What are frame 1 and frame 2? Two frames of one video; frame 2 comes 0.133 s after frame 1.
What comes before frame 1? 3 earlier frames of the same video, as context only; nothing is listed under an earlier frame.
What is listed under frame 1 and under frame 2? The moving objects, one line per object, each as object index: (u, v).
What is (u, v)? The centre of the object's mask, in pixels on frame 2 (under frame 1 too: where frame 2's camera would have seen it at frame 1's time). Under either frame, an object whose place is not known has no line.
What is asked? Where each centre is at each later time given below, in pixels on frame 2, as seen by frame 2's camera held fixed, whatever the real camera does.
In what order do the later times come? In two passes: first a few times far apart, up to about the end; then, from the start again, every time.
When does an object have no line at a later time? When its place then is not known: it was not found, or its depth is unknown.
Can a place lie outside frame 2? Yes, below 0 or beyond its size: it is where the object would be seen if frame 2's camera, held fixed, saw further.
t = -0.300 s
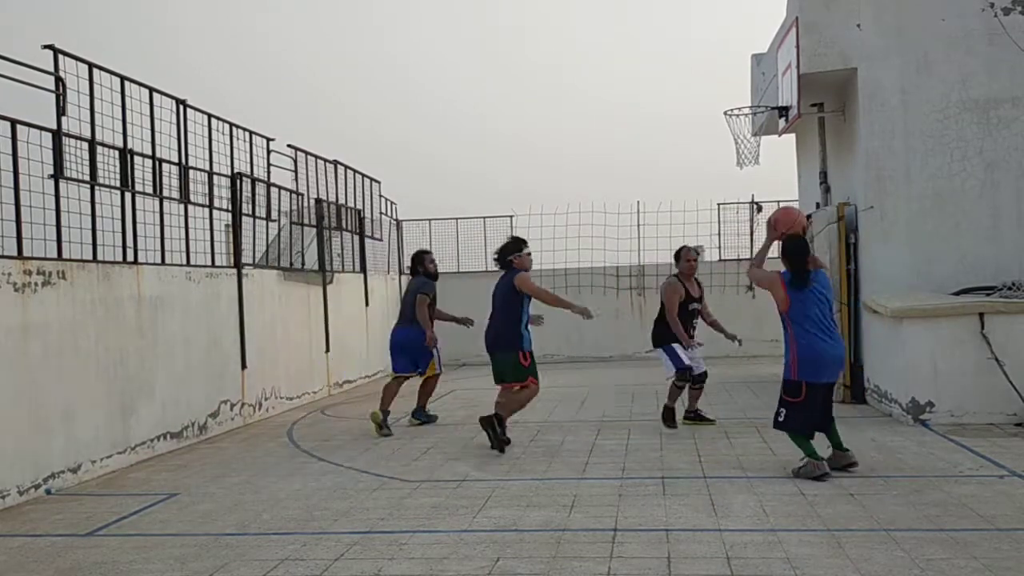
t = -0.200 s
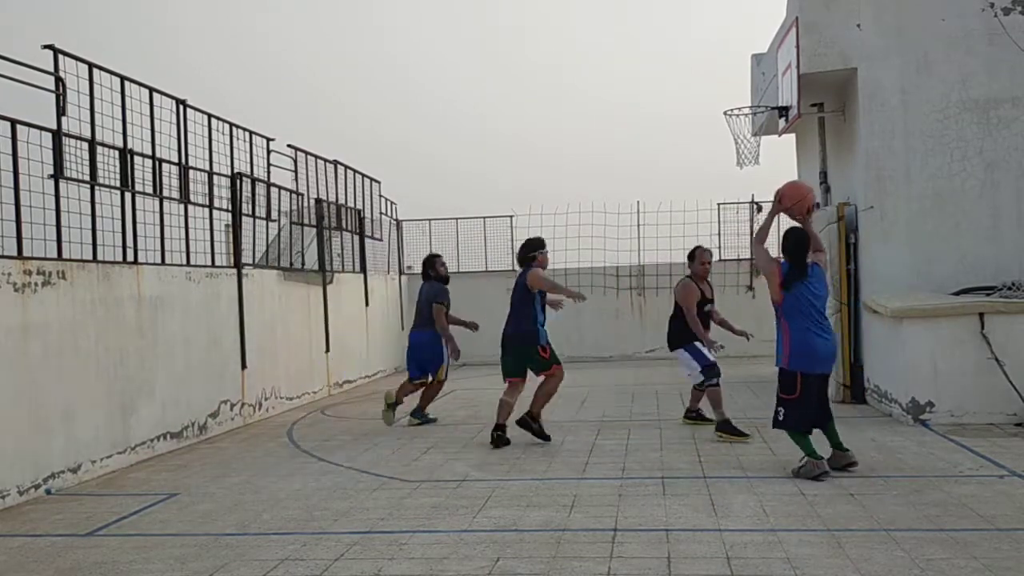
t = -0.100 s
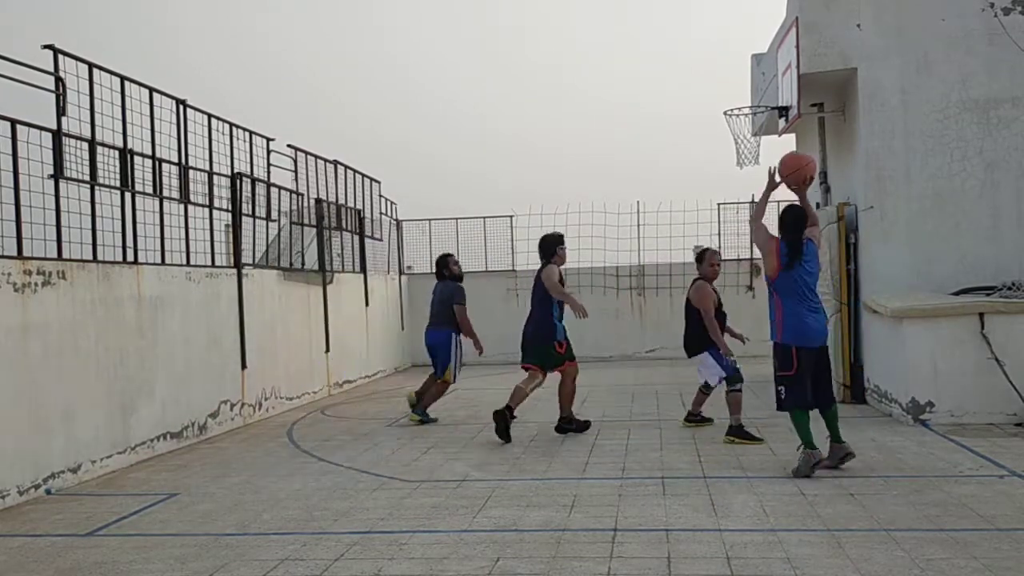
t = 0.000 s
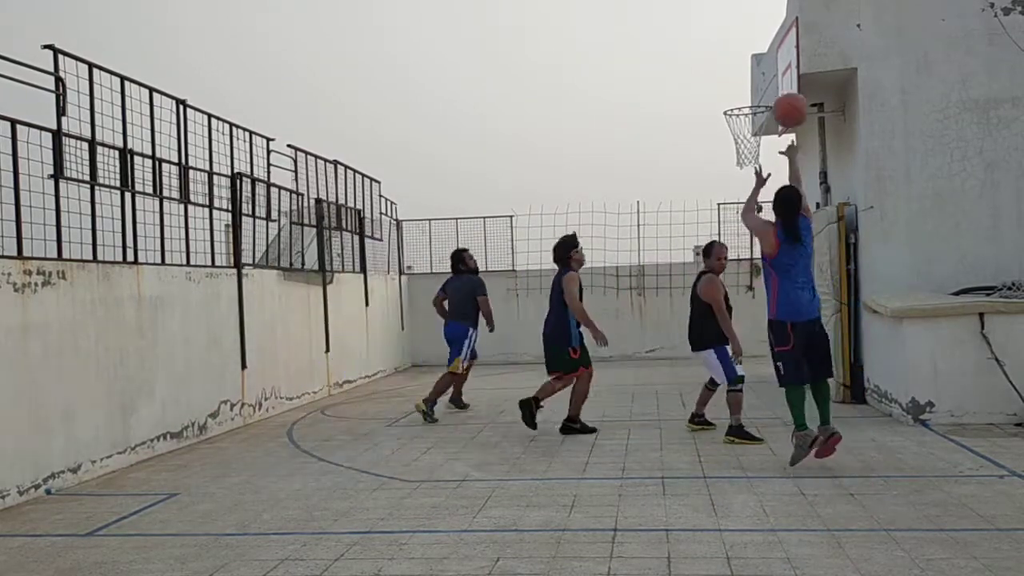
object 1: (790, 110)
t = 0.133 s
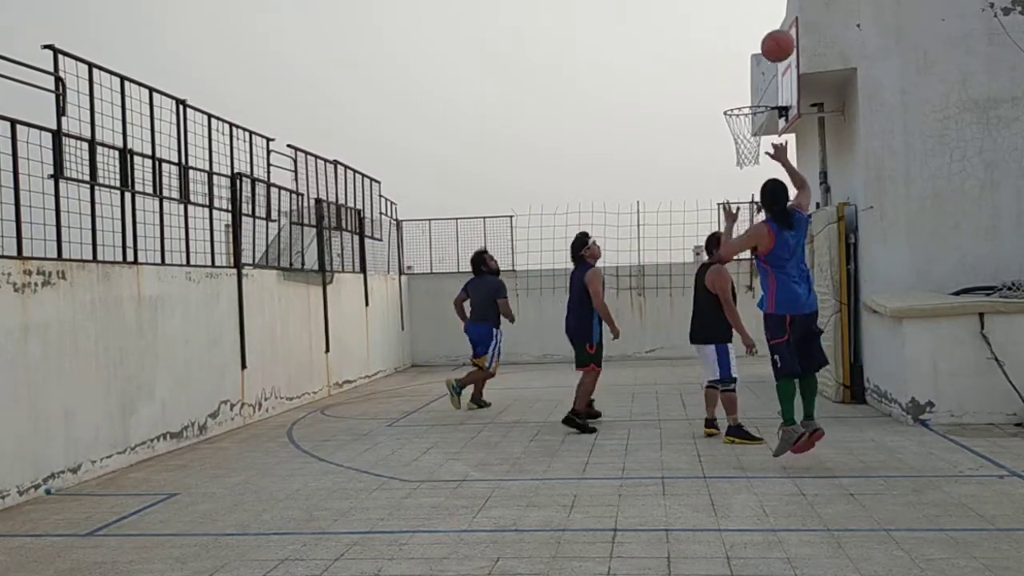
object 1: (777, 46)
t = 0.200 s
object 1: (772, 26)
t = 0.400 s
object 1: (758, 7)
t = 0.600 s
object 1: (748, 25)
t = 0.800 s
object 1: (741, 83)
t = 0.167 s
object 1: (774, 35)
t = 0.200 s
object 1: (772, 26)
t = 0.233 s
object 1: (769, 18)
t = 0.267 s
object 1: (767, 13)
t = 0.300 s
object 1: (765, 10)
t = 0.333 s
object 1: (762, 9)
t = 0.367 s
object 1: (760, 8)
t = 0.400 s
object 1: (758, 7)
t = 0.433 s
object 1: (756, 8)
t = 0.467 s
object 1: (755, 9)
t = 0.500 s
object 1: (753, 10)
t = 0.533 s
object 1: (751, 13)
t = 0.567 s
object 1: (750, 18)
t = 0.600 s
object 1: (748, 25)
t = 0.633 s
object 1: (747, 32)
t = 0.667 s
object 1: (745, 41)
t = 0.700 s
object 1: (744, 50)
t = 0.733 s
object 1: (743, 60)
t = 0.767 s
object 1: (742, 72)
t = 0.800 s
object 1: (741, 83)
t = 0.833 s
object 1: (740, 96)
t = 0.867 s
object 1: (740, 105)
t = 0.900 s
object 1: (741, 101)
